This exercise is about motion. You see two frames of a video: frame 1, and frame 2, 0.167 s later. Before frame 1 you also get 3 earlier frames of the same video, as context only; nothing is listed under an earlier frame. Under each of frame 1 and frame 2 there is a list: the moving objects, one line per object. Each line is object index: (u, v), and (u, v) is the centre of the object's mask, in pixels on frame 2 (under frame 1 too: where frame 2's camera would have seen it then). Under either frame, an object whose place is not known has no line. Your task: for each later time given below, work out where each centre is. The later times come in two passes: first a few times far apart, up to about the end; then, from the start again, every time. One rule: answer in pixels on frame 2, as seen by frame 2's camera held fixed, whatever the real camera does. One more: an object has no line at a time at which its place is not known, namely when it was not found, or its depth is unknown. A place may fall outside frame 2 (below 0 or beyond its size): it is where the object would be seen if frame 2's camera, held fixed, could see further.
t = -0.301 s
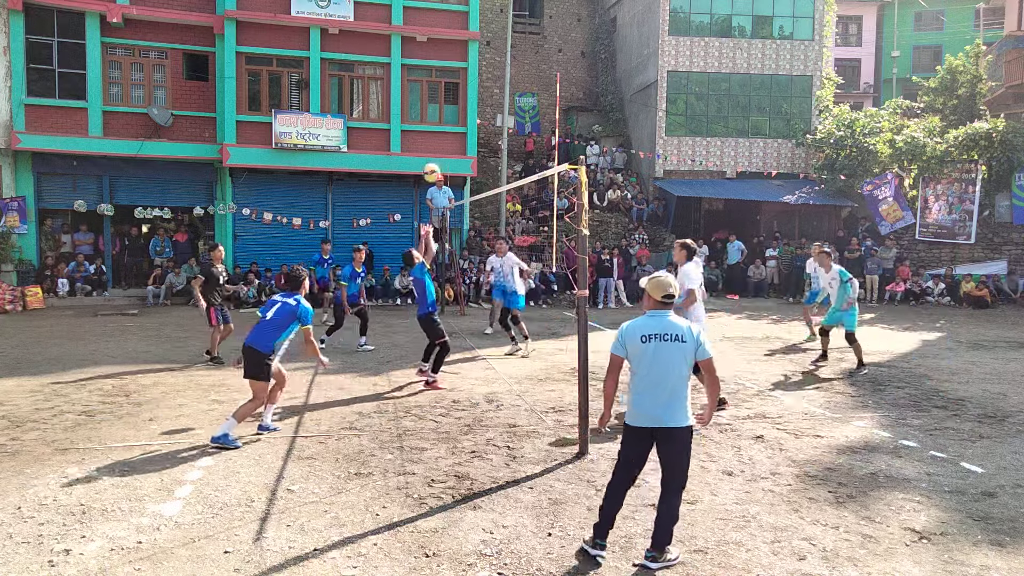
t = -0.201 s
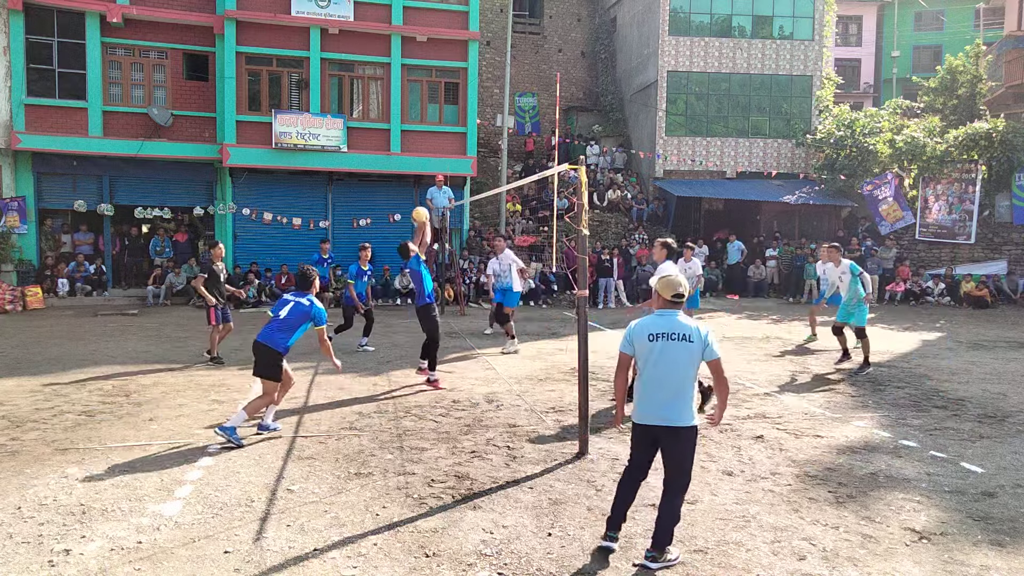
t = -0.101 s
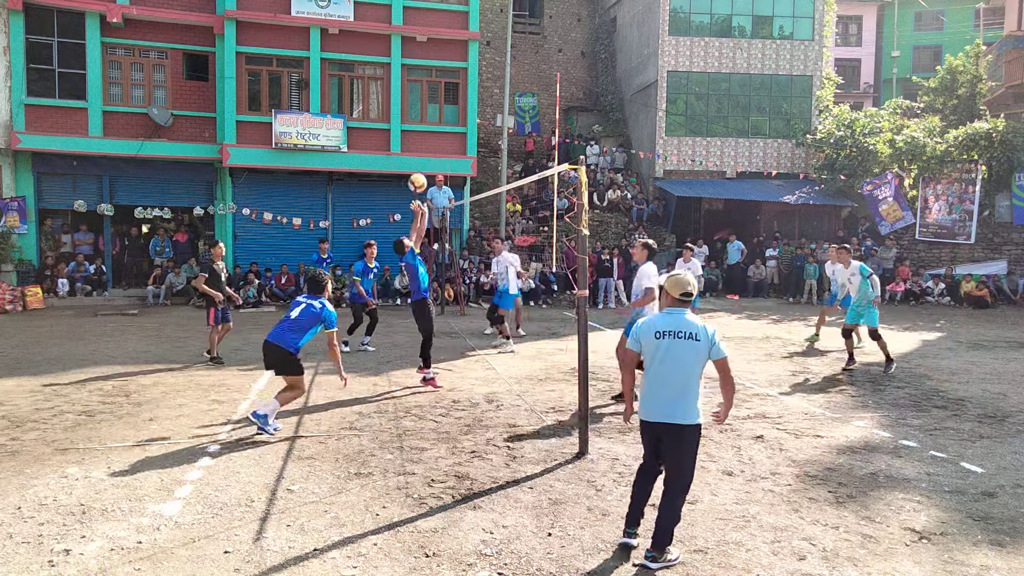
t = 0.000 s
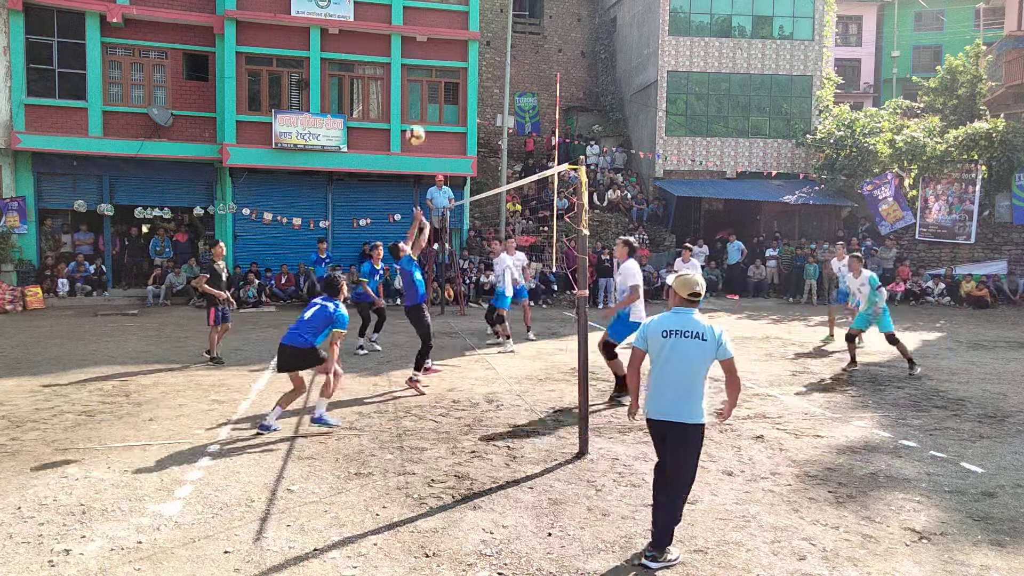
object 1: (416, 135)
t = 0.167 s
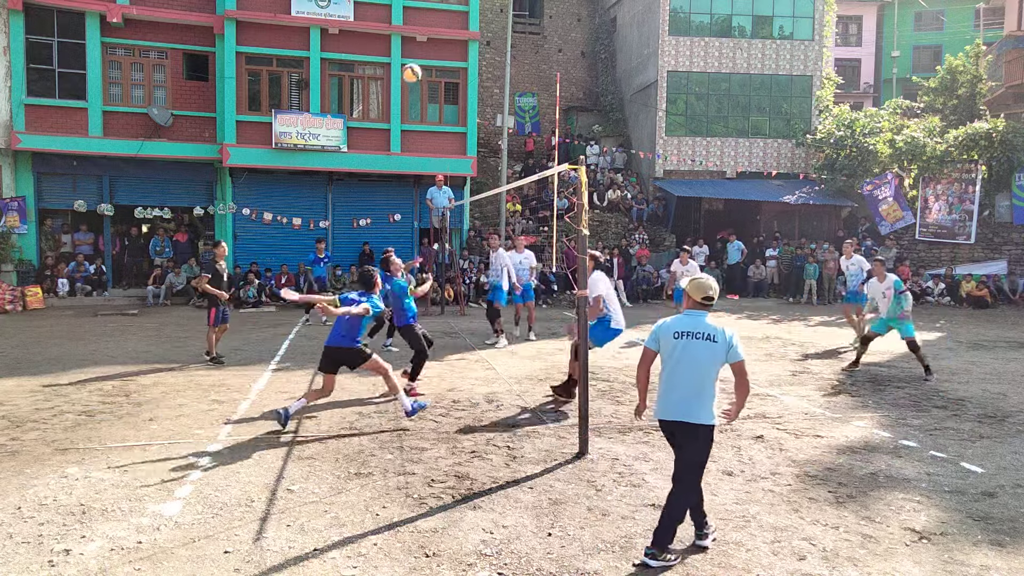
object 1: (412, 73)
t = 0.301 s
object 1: (409, 40)
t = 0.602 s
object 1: (403, 23)
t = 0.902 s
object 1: (395, 90)
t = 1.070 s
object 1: (391, 164)
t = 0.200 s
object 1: (411, 63)
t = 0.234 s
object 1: (410, 55)
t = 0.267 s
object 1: (410, 47)
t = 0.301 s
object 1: (409, 40)
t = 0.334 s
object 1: (409, 34)
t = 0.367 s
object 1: (408, 30)
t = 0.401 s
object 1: (407, 26)
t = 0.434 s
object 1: (407, 22)
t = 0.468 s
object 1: (406, 21)
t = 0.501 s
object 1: (405, 20)
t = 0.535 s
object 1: (404, 20)
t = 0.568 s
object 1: (404, 21)
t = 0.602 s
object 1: (403, 23)
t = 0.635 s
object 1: (402, 26)
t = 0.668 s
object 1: (401, 30)
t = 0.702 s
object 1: (400, 35)
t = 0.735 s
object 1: (399, 42)
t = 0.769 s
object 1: (399, 49)
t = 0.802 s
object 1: (398, 57)
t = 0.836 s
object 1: (398, 66)
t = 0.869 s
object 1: (397, 77)
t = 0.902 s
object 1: (395, 90)
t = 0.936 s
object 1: (394, 102)
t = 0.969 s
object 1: (393, 116)
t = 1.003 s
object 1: (393, 131)
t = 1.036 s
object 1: (392, 147)
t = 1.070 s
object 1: (391, 164)
